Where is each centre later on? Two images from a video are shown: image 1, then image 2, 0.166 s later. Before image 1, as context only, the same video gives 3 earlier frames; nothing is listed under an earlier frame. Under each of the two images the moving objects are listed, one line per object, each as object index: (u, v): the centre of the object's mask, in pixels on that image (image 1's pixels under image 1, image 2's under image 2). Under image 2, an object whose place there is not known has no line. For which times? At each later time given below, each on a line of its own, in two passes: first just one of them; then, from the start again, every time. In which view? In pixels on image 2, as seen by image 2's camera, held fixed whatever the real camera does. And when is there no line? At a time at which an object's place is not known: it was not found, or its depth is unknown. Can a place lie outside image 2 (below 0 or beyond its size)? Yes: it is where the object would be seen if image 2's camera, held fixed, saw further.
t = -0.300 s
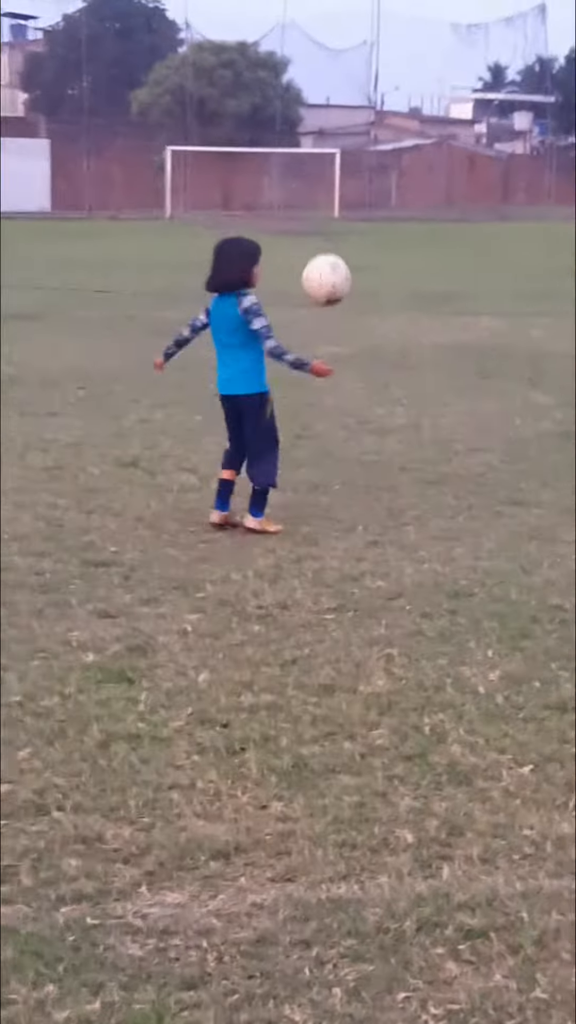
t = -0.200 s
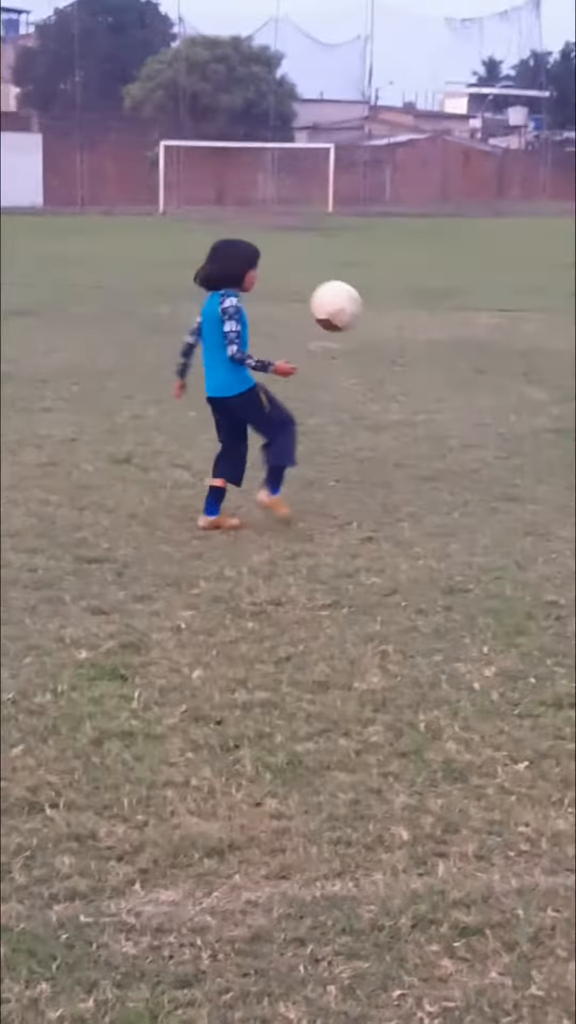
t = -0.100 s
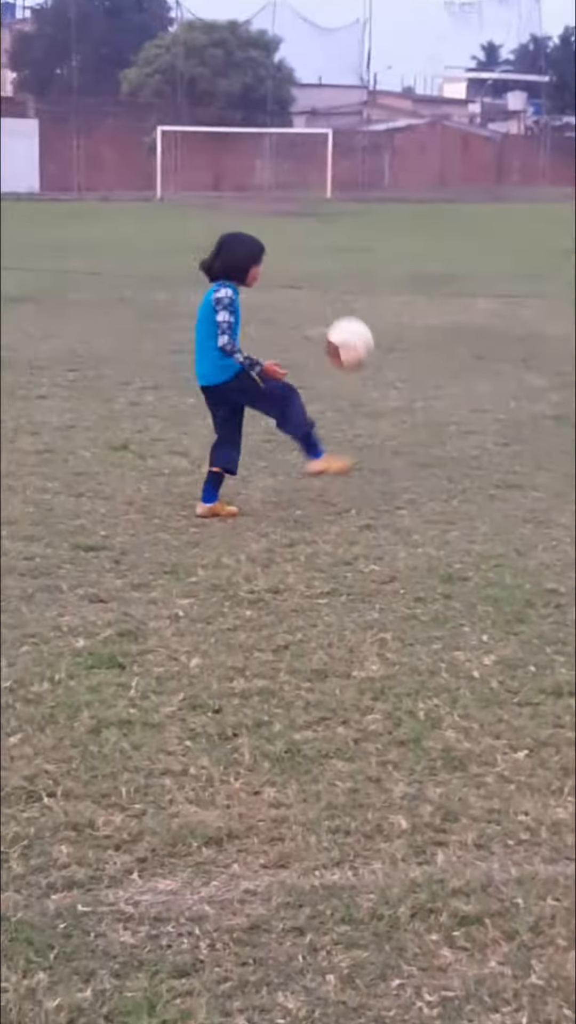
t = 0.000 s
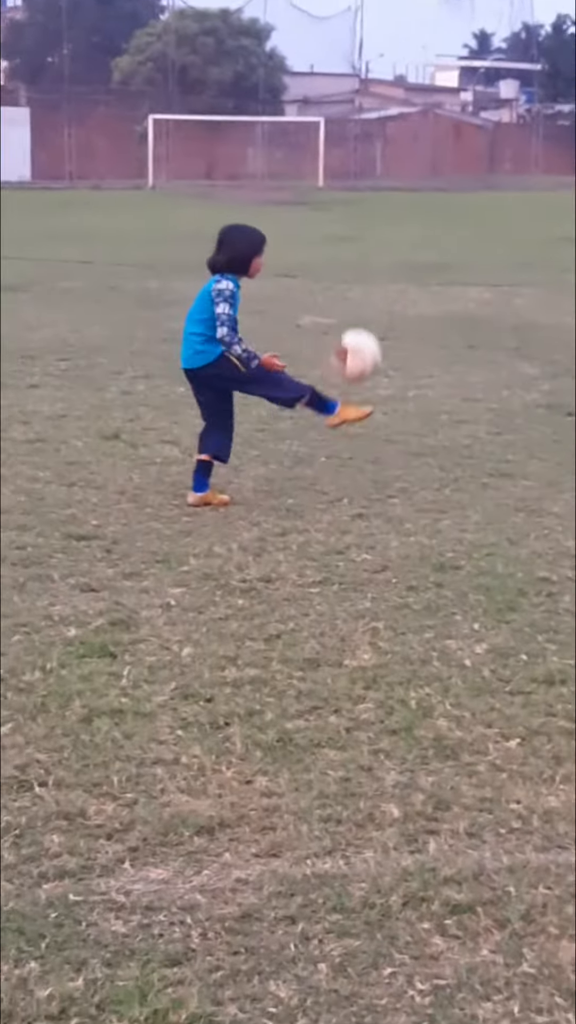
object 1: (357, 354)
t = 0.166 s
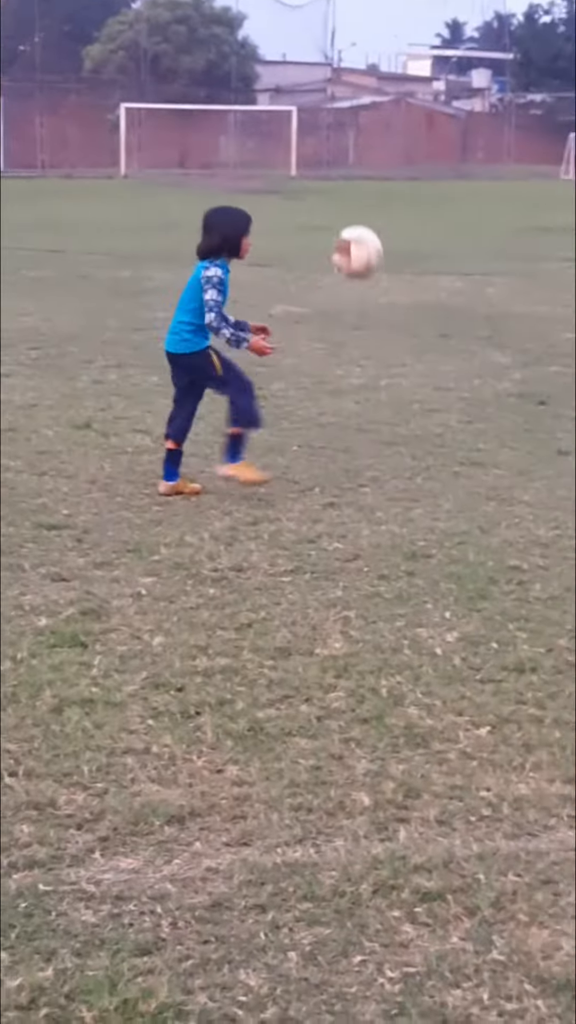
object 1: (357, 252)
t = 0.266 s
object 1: (372, 226)
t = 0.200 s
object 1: (363, 241)
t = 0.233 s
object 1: (368, 233)
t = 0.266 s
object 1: (372, 226)
